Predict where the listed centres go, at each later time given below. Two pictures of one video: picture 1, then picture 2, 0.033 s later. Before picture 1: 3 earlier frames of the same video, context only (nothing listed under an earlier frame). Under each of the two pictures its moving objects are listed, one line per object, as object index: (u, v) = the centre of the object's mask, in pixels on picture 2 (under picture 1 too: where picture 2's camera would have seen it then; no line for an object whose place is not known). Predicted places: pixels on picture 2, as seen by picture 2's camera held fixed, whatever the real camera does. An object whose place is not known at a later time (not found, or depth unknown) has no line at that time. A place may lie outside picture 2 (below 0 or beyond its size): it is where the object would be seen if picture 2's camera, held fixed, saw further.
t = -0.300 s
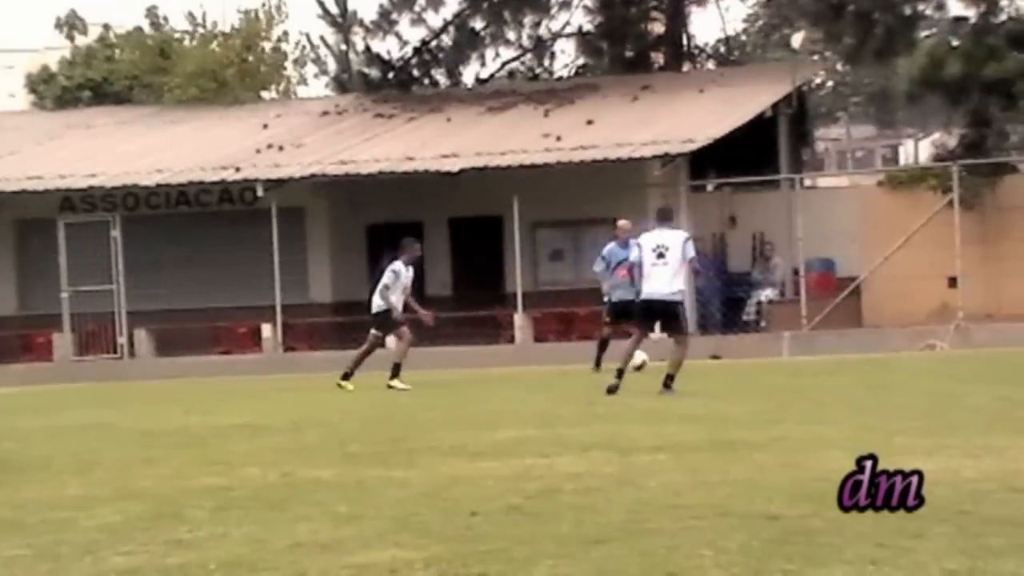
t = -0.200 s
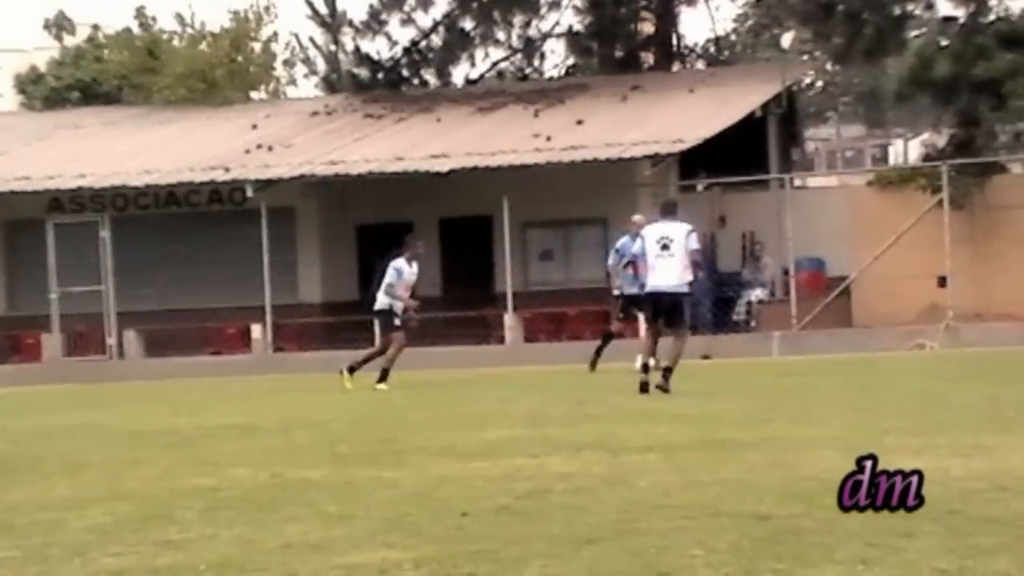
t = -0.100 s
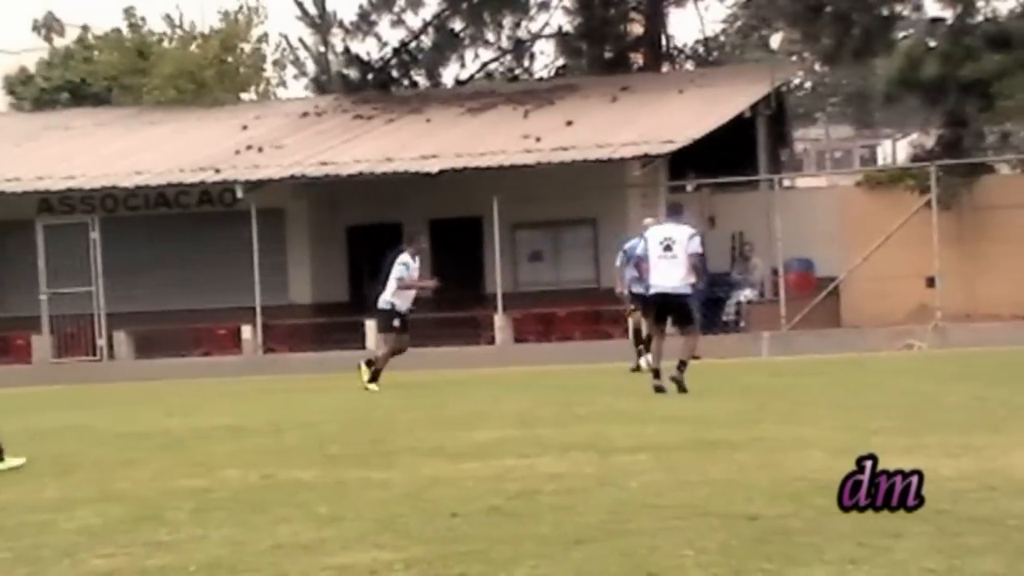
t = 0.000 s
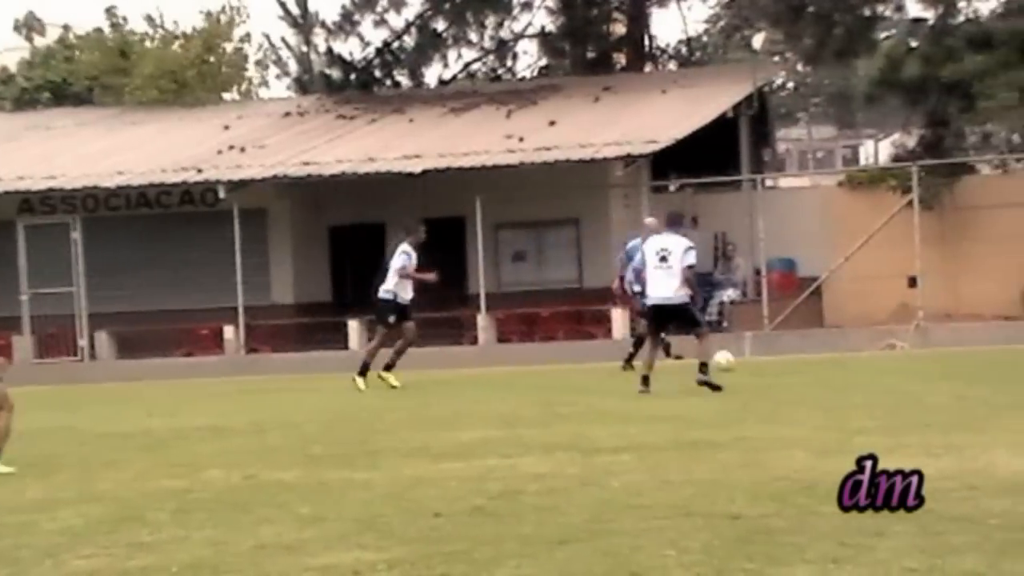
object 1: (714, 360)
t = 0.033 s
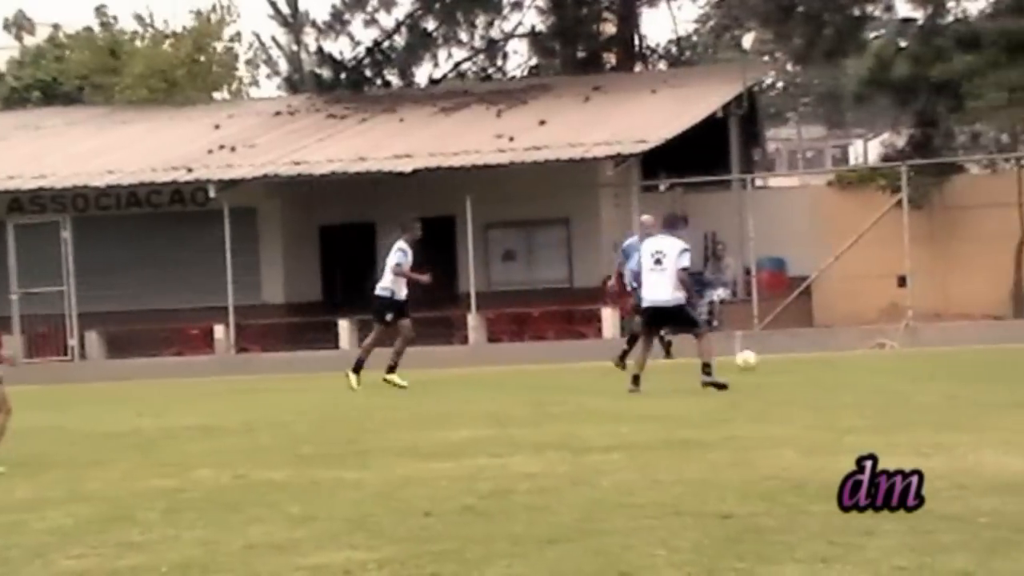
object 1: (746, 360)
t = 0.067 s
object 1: (780, 361)
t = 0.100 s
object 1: (810, 360)
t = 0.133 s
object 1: (841, 359)
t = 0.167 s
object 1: (873, 357)
